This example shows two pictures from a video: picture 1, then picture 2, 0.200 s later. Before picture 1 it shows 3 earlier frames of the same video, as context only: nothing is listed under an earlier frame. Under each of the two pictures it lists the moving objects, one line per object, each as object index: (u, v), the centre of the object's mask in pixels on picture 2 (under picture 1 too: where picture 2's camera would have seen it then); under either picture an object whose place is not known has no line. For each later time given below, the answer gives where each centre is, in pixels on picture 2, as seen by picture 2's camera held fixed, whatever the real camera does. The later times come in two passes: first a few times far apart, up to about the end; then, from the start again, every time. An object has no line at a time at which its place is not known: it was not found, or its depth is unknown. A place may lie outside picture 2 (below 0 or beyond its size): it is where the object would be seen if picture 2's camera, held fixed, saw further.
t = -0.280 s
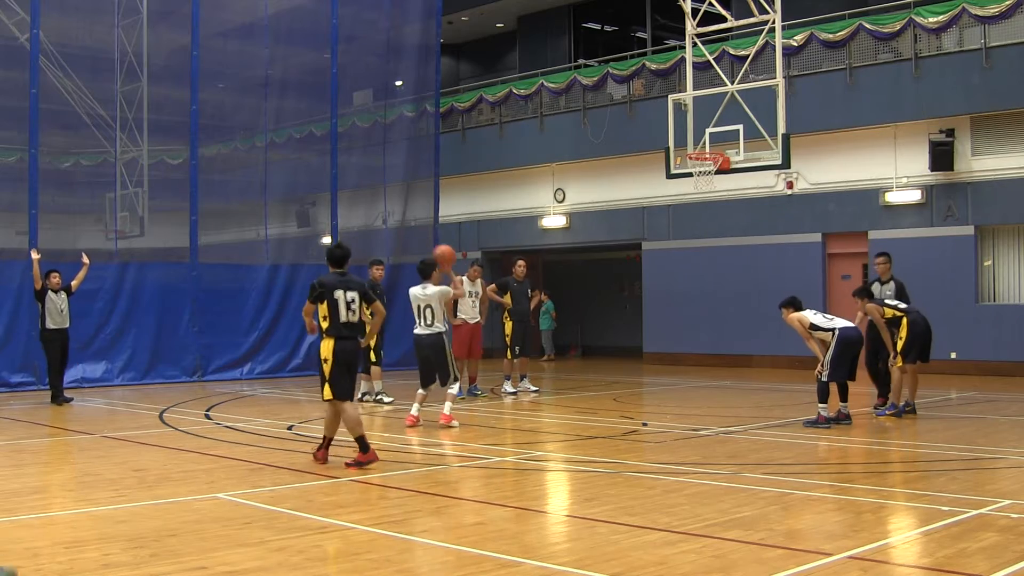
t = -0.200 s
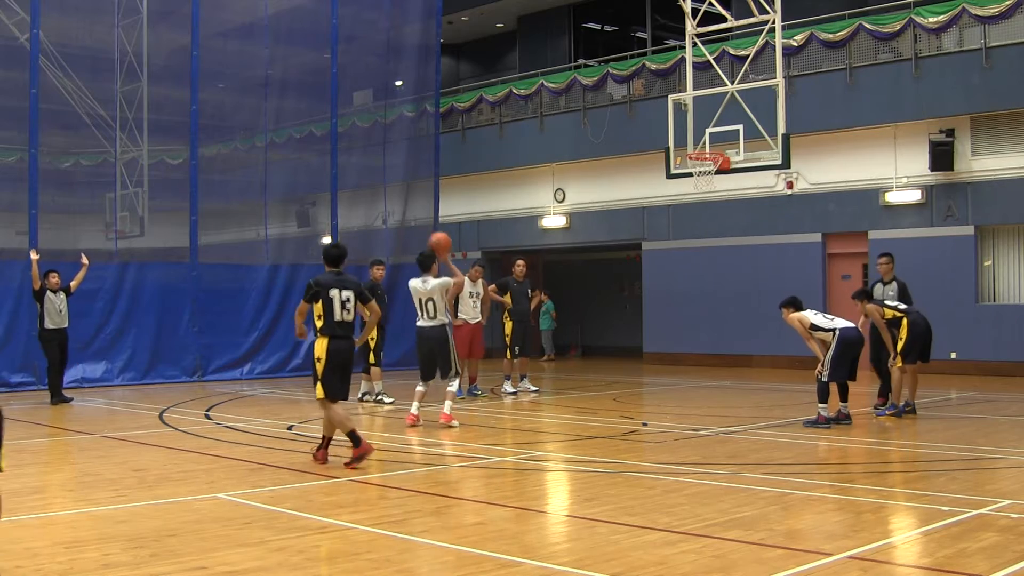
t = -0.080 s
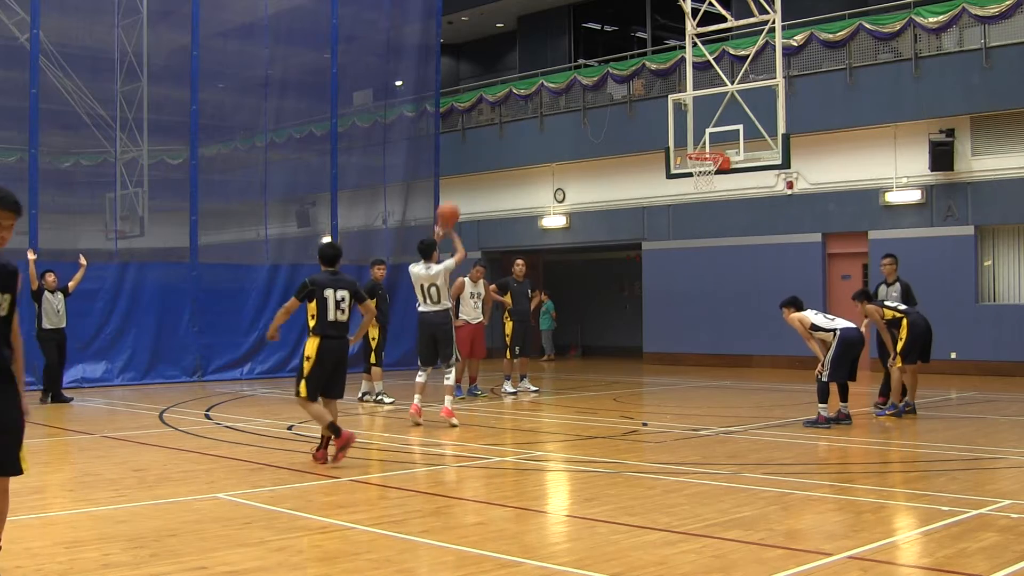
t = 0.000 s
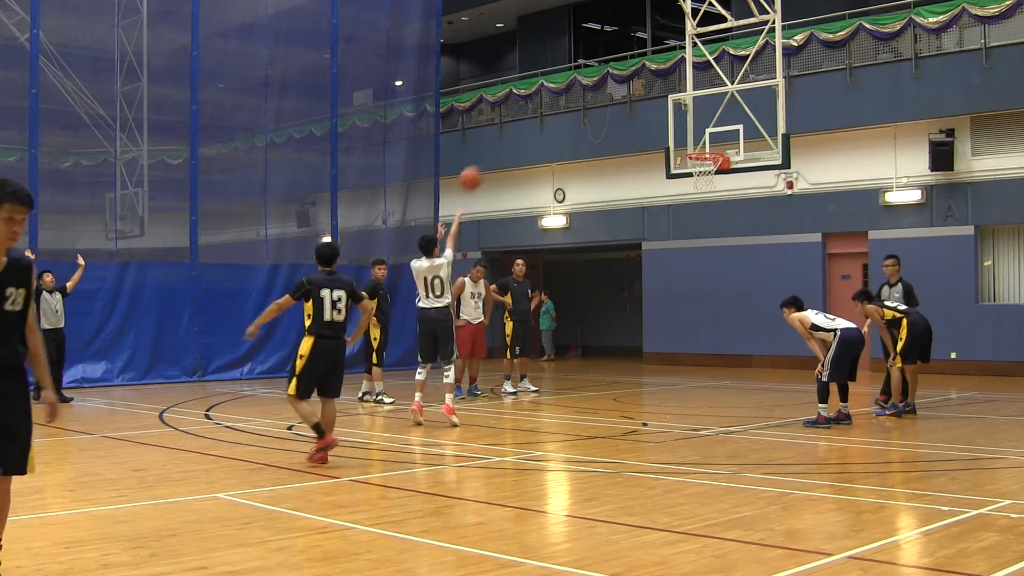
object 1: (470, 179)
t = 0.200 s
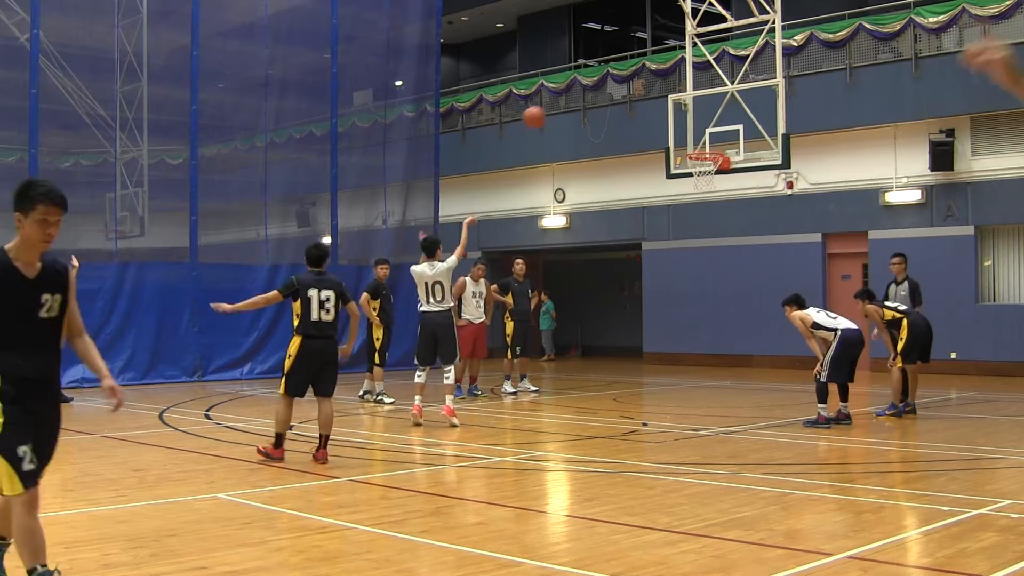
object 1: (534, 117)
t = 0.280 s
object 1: (557, 104)
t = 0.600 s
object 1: (640, 106)
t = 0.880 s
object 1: (680, 130)
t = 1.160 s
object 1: (661, 120)
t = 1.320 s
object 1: (651, 141)
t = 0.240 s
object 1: (546, 109)
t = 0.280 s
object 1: (557, 104)
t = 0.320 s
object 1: (569, 100)
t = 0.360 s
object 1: (579, 95)
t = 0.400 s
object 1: (590, 94)
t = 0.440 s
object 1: (601, 95)
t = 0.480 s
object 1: (611, 95)
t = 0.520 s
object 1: (622, 98)
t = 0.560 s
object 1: (632, 102)
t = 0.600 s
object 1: (640, 106)
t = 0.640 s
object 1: (650, 112)
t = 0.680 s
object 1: (660, 119)
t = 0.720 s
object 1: (669, 128)
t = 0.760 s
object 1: (679, 137)
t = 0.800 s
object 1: (686, 145)
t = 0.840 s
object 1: (683, 138)
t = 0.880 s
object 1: (680, 130)
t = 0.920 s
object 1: (677, 126)
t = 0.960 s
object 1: (675, 123)
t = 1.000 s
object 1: (672, 120)
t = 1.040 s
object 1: (669, 118)
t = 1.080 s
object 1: (667, 118)
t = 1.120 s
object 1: (663, 118)
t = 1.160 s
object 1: (661, 120)
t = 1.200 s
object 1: (658, 124)
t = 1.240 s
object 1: (655, 128)
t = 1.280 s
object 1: (653, 134)
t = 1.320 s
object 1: (651, 141)
